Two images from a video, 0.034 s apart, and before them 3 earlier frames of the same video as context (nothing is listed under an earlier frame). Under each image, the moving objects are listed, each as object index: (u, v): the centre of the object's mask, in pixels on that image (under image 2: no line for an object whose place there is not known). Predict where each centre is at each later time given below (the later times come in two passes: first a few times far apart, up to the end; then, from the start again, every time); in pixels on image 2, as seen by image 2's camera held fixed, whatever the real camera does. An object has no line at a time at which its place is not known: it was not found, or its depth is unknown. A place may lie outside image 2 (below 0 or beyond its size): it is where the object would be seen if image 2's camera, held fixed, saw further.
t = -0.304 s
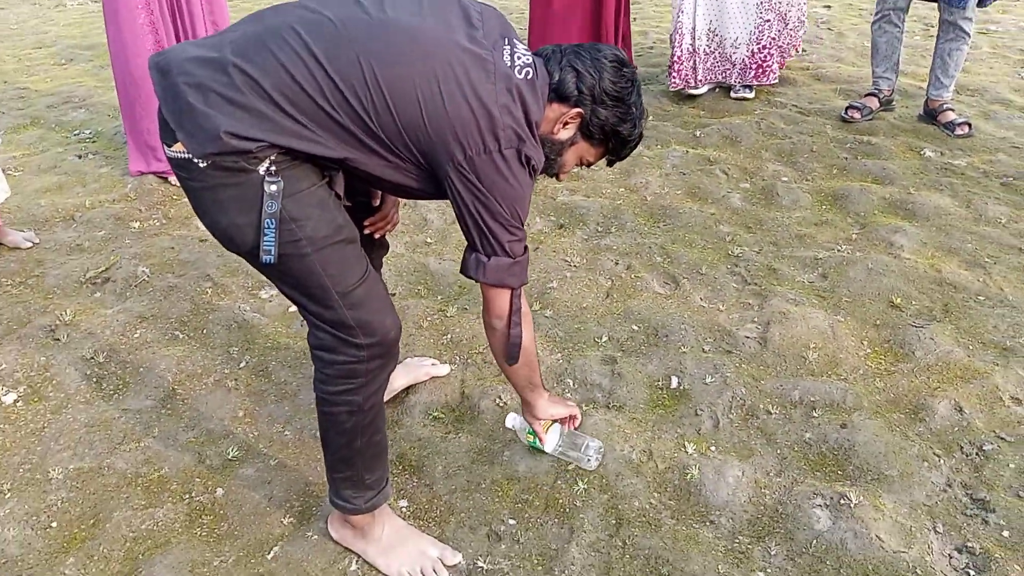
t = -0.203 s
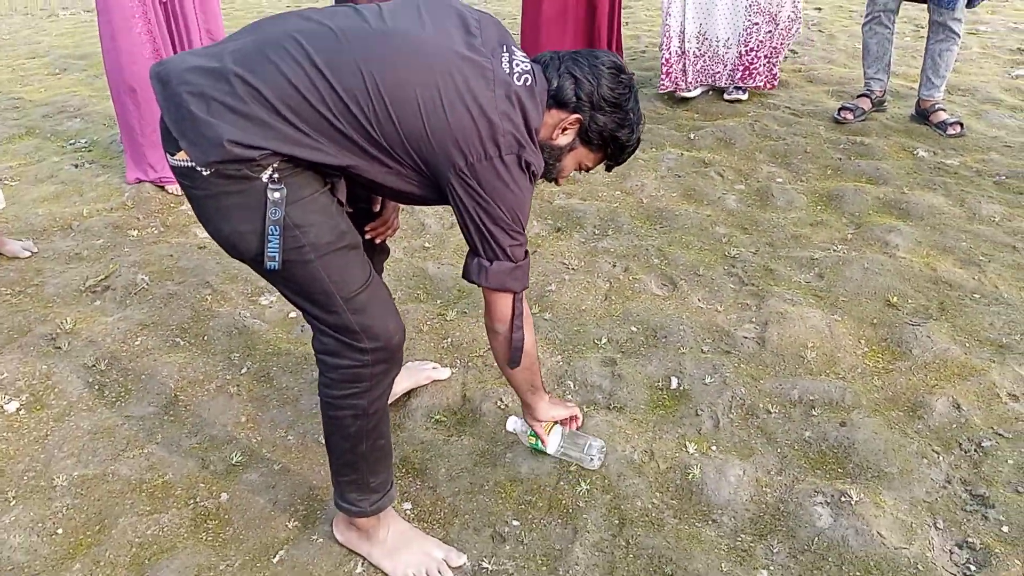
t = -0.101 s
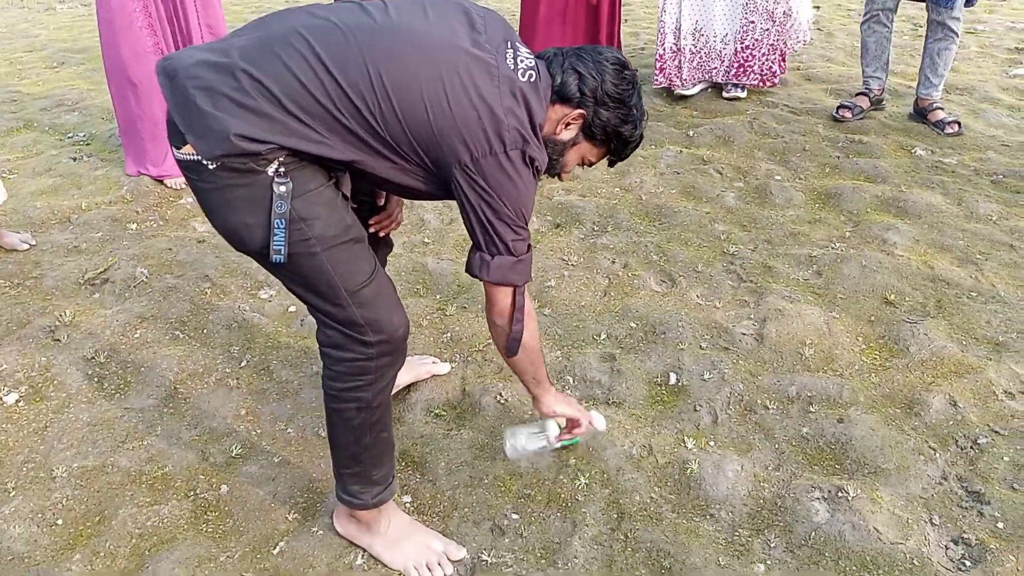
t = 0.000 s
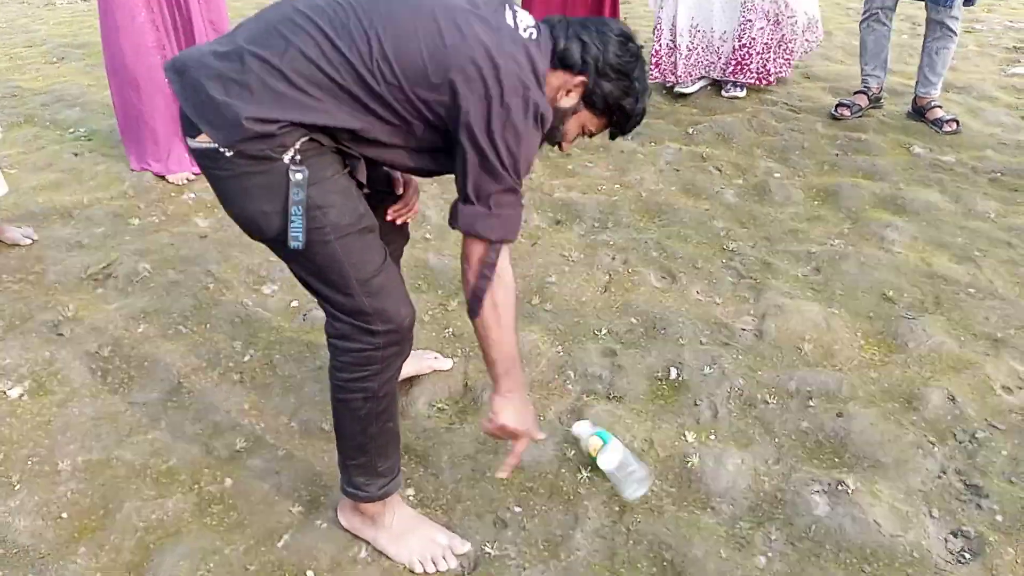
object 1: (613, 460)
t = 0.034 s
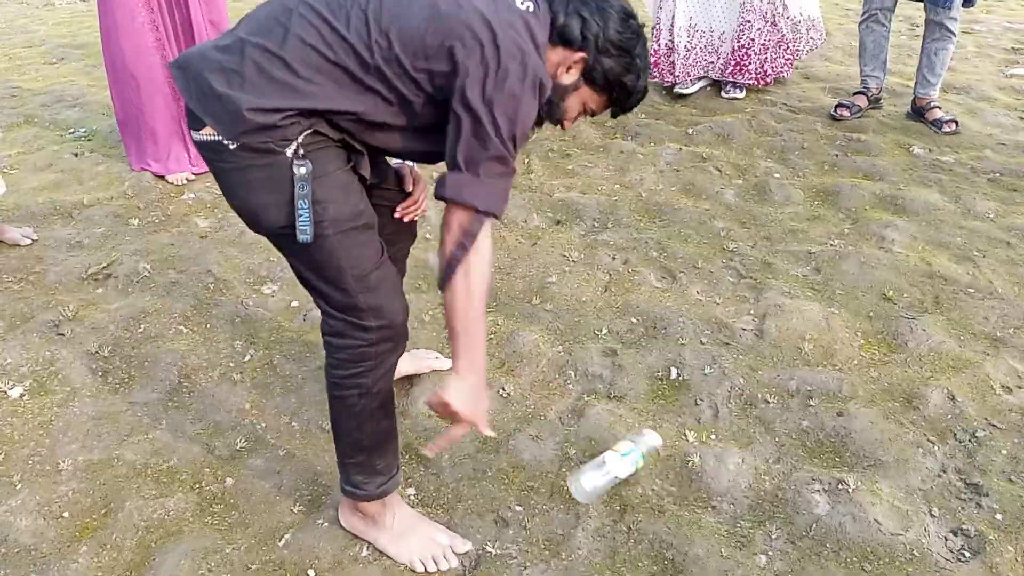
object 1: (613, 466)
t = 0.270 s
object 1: (705, 496)
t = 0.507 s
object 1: (733, 485)
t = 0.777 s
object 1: (738, 479)
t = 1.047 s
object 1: (719, 492)
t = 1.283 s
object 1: (707, 498)
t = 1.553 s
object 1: (719, 491)
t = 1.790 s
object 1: (722, 489)
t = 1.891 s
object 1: (716, 492)
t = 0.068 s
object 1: (629, 463)
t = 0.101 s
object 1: (650, 468)
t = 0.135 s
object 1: (676, 484)
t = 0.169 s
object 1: (689, 500)
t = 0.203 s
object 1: (703, 501)
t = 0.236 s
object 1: (703, 499)
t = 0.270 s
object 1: (705, 496)
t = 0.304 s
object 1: (708, 493)
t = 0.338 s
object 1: (714, 494)
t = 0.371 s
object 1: (718, 499)
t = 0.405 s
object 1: (723, 495)
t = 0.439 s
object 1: (729, 490)
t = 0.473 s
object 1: (730, 486)
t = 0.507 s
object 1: (733, 485)
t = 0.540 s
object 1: (734, 482)
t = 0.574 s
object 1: (736, 481)
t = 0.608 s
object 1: (737, 481)
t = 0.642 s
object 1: (738, 480)
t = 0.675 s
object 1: (738, 479)
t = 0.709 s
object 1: (738, 479)
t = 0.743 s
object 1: (738, 479)
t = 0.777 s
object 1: (738, 479)
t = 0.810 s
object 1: (737, 480)
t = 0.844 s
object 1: (735, 480)
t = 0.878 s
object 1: (734, 481)
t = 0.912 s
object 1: (732, 483)
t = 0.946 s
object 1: (730, 486)
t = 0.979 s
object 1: (727, 488)
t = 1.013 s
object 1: (722, 490)
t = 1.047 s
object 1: (719, 492)
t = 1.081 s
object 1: (716, 494)
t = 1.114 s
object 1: (714, 495)
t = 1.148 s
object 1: (712, 496)
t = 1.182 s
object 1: (710, 497)
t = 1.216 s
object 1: (708, 498)
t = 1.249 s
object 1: (707, 498)
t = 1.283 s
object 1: (707, 498)
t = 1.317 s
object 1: (708, 498)
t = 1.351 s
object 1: (708, 497)
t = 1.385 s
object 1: (709, 497)
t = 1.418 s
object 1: (711, 496)
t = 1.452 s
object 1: (713, 495)
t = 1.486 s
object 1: (715, 494)
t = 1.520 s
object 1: (717, 493)
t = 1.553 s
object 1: (719, 491)
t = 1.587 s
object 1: (722, 489)
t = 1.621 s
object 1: (724, 487)
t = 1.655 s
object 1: (725, 486)
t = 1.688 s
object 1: (725, 486)
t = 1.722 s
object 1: (725, 486)
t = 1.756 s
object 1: (724, 487)
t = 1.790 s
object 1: (722, 489)
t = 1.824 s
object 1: (720, 490)
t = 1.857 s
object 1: (718, 491)
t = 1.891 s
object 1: (716, 492)
